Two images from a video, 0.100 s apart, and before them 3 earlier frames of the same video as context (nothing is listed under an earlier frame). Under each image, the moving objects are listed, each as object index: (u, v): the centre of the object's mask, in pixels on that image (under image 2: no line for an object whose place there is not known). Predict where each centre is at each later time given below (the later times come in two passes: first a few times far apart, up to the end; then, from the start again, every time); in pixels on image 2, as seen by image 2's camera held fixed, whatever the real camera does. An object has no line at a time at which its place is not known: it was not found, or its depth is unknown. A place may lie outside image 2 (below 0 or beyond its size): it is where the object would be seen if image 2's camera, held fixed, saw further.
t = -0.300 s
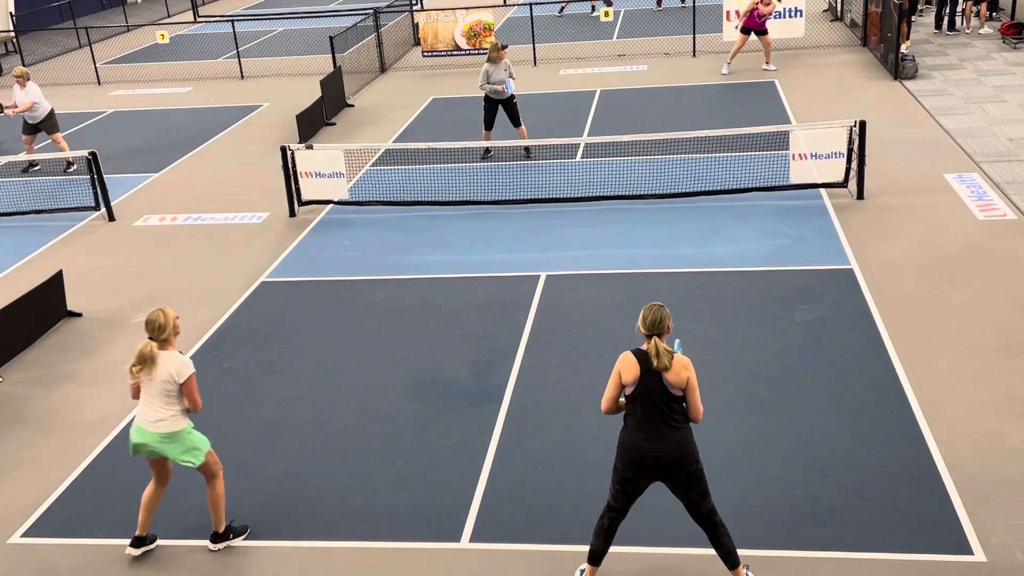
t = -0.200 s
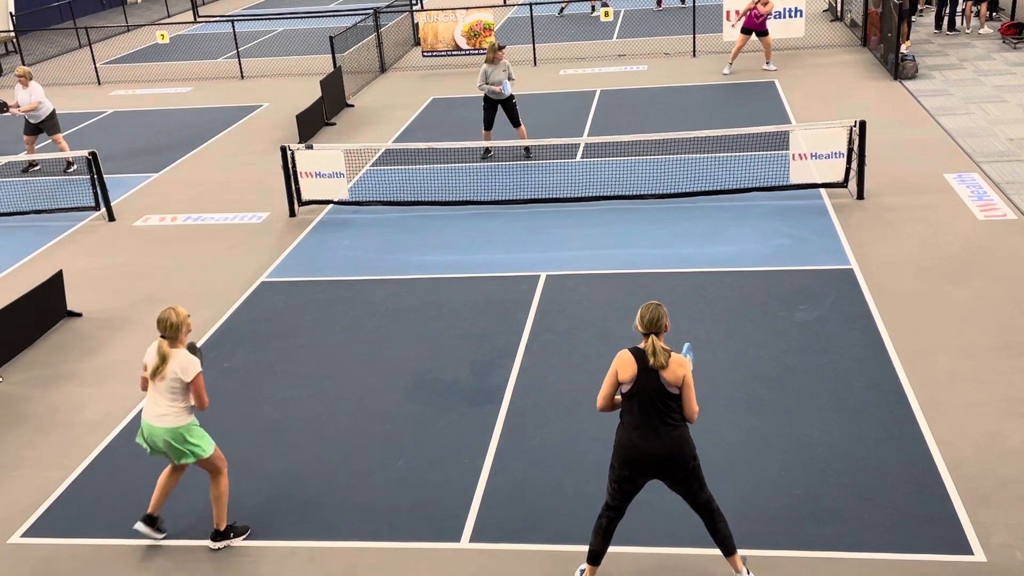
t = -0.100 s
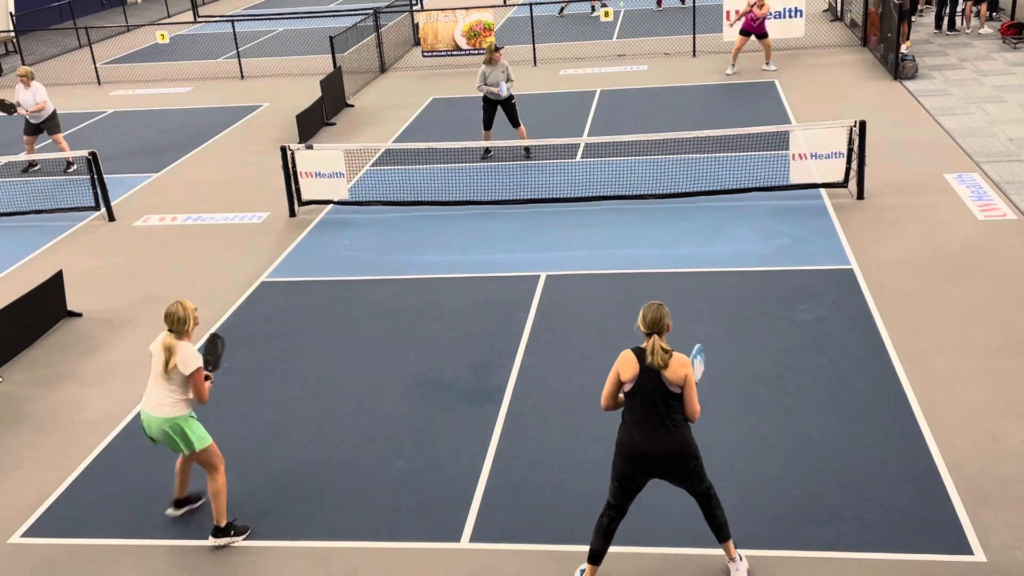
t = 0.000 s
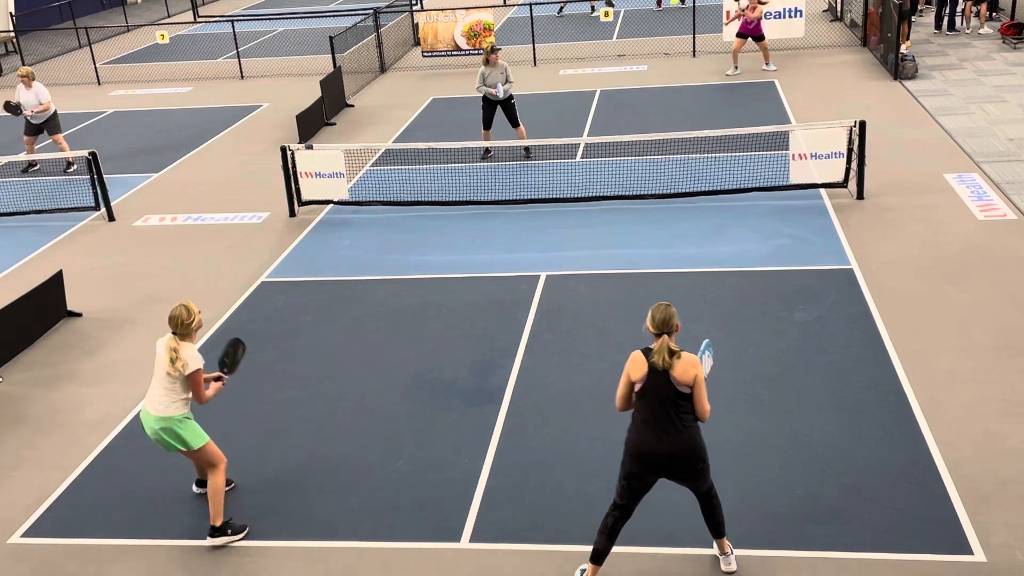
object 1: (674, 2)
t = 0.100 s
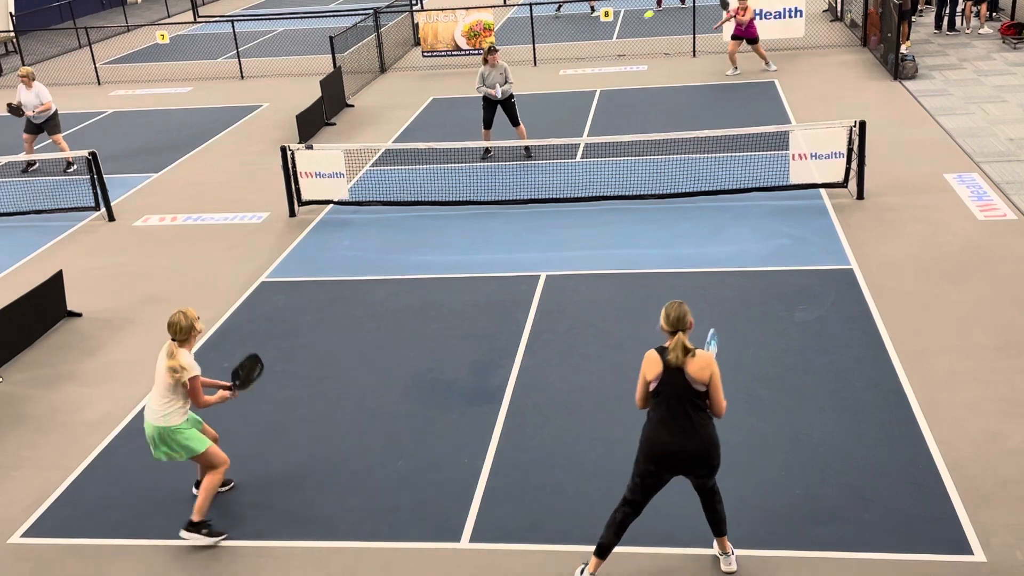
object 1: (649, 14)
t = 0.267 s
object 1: (602, 57)
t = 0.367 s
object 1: (571, 97)
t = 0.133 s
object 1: (640, 21)
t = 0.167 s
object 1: (631, 28)
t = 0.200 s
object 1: (621, 36)
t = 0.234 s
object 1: (611, 46)
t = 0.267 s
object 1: (602, 57)
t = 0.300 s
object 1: (593, 68)
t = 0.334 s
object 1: (582, 81)
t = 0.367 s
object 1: (571, 97)
